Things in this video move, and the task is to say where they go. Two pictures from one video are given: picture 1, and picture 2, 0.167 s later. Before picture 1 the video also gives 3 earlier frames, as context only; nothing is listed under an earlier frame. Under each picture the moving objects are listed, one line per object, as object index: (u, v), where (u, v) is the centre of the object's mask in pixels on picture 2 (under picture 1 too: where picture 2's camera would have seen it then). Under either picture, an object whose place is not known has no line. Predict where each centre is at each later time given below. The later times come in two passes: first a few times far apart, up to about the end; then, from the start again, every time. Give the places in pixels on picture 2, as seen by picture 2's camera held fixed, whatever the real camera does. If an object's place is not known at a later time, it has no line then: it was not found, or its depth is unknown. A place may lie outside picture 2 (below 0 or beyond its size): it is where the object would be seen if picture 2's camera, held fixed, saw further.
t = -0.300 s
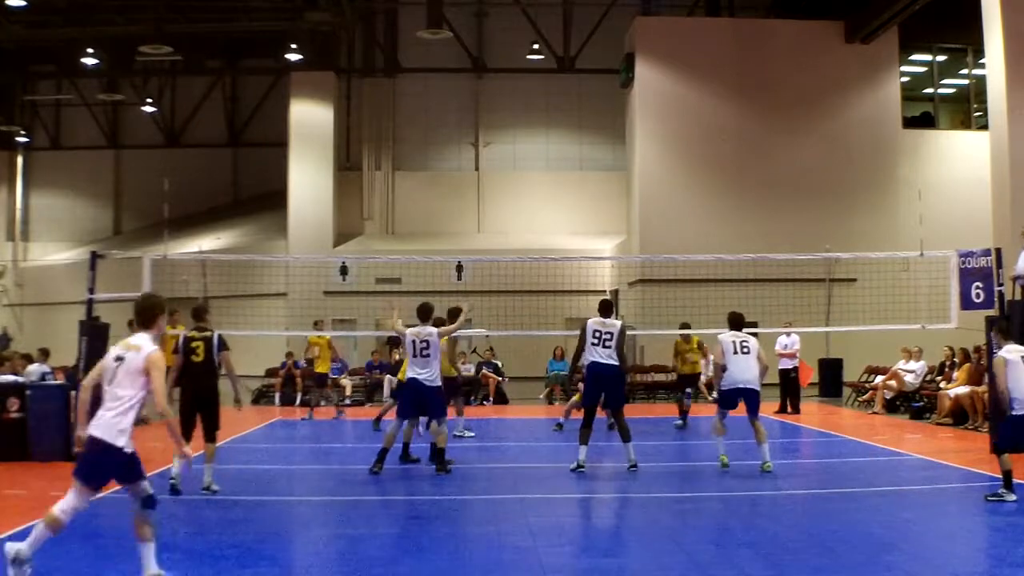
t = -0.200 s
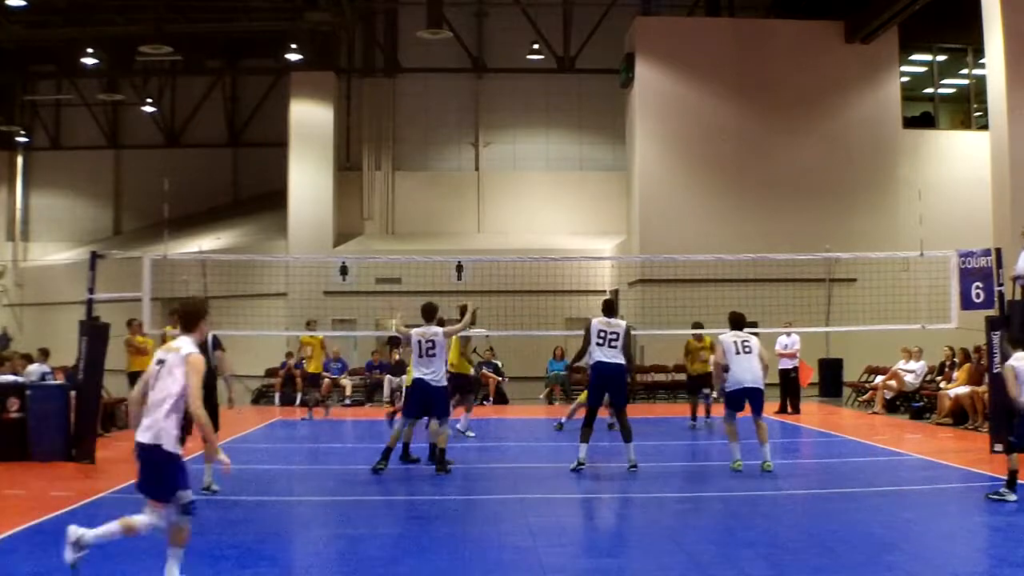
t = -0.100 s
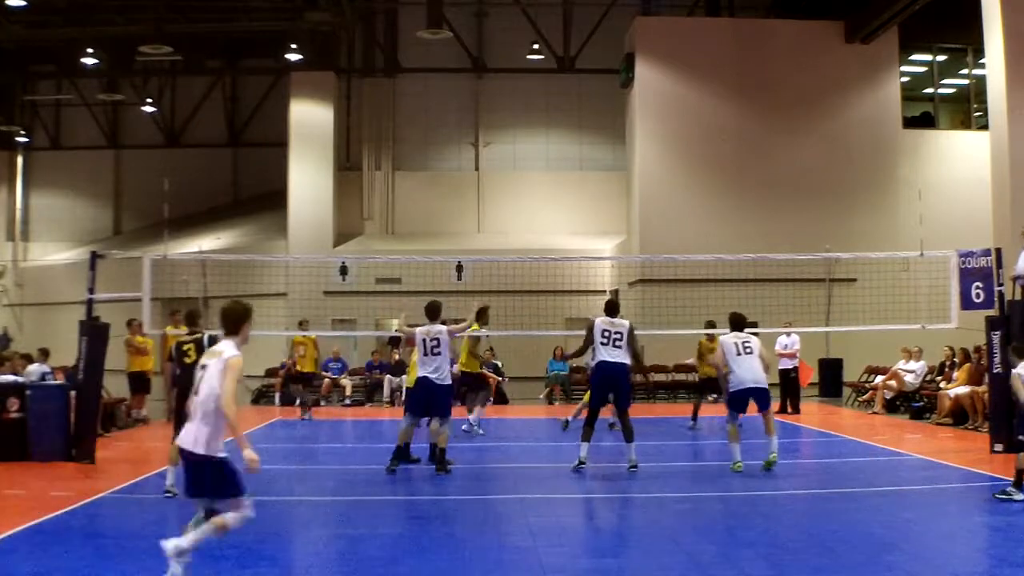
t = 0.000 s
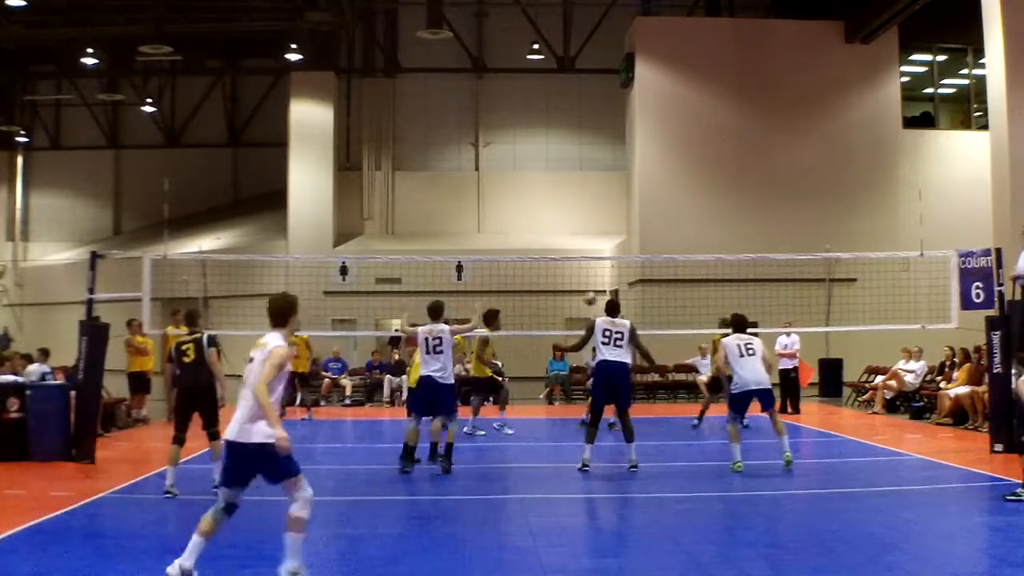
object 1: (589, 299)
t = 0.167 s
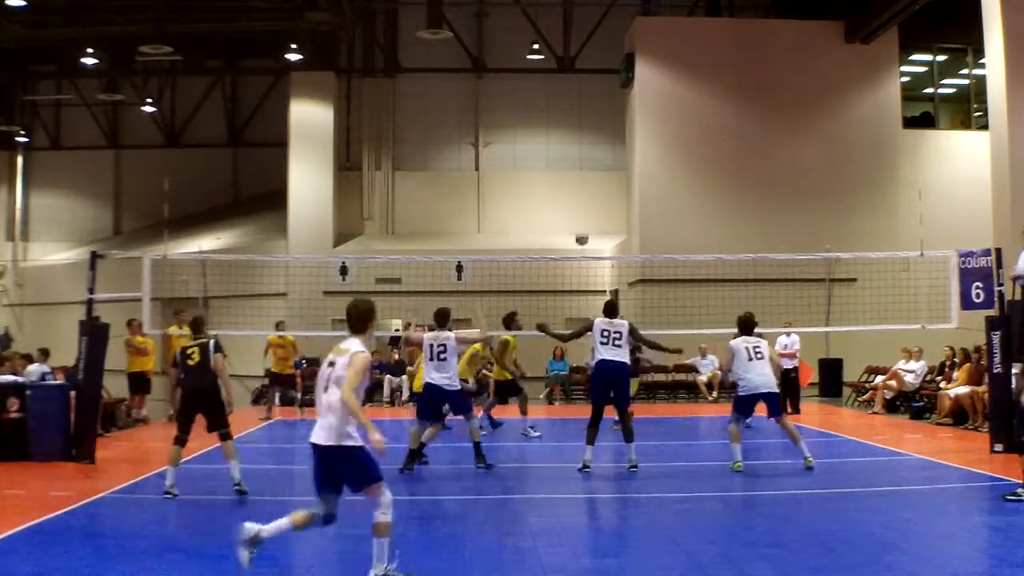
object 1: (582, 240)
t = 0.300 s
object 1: (574, 203)
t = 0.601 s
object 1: (557, 163)
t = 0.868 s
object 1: (540, 179)
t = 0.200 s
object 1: (580, 230)
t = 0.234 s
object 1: (578, 221)
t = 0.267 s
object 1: (576, 211)
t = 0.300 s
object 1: (574, 203)
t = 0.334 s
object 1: (572, 196)
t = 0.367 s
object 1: (570, 188)
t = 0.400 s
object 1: (568, 183)
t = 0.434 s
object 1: (566, 178)
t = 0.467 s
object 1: (564, 174)
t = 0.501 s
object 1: (563, 169)
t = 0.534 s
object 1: (560, 166)
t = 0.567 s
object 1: (559, 164)
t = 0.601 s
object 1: (557, 163)
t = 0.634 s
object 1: (555, 162)
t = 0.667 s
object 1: (552, 161)
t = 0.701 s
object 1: (550, 162)
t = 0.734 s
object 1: (548, 164)
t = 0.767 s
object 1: (547, 166)
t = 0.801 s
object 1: (545, 170)
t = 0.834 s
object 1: (543, 174)
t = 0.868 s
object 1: (540, 179)
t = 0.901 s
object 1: (538, 185)
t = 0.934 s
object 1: (536, 191)
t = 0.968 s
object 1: (534, 199)
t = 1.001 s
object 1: (531, 208)
